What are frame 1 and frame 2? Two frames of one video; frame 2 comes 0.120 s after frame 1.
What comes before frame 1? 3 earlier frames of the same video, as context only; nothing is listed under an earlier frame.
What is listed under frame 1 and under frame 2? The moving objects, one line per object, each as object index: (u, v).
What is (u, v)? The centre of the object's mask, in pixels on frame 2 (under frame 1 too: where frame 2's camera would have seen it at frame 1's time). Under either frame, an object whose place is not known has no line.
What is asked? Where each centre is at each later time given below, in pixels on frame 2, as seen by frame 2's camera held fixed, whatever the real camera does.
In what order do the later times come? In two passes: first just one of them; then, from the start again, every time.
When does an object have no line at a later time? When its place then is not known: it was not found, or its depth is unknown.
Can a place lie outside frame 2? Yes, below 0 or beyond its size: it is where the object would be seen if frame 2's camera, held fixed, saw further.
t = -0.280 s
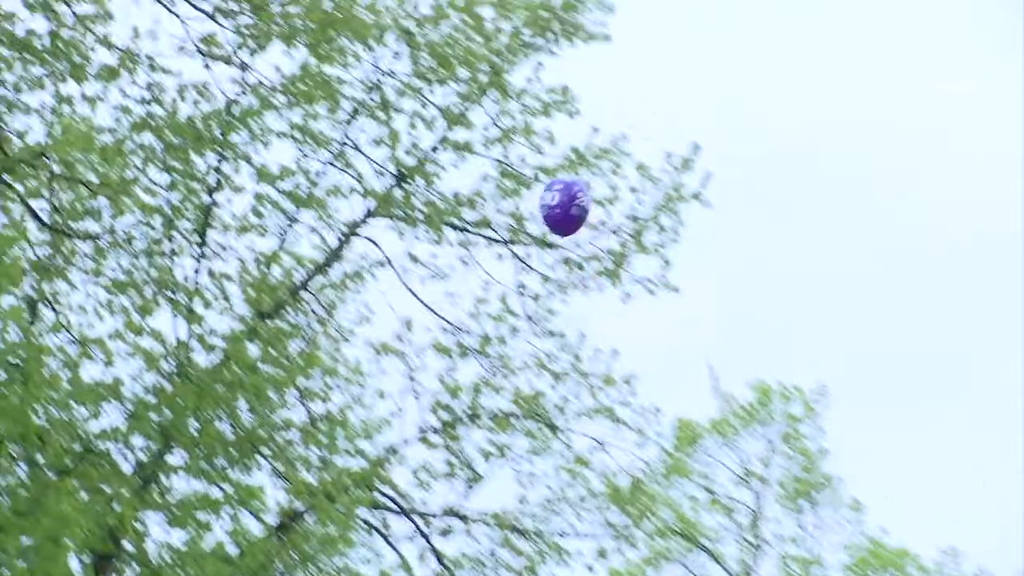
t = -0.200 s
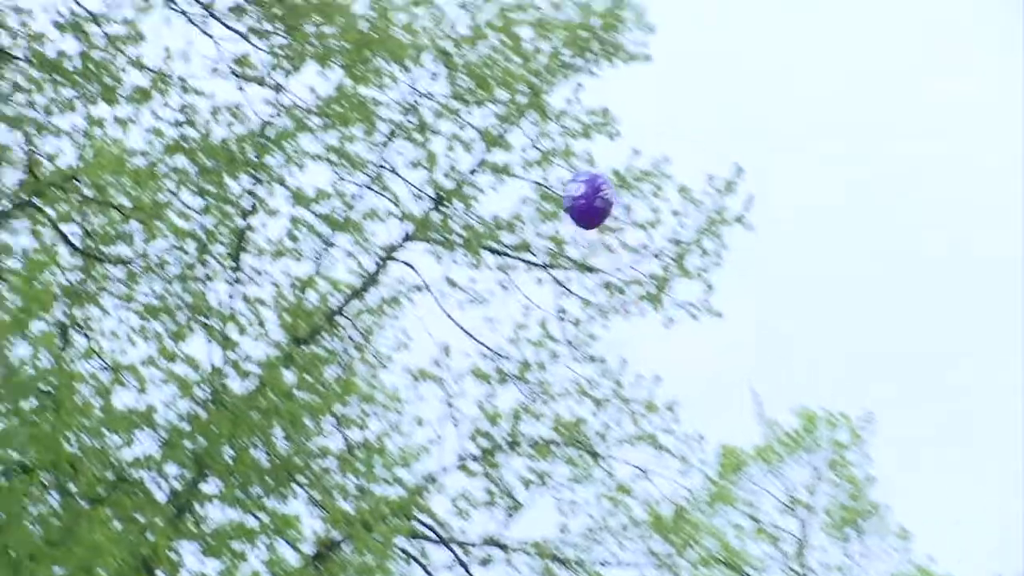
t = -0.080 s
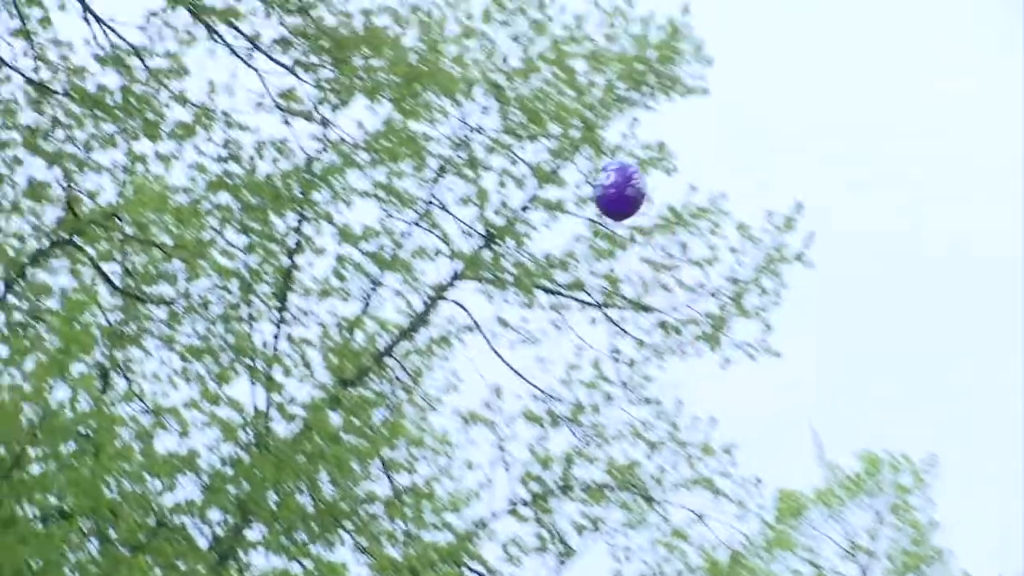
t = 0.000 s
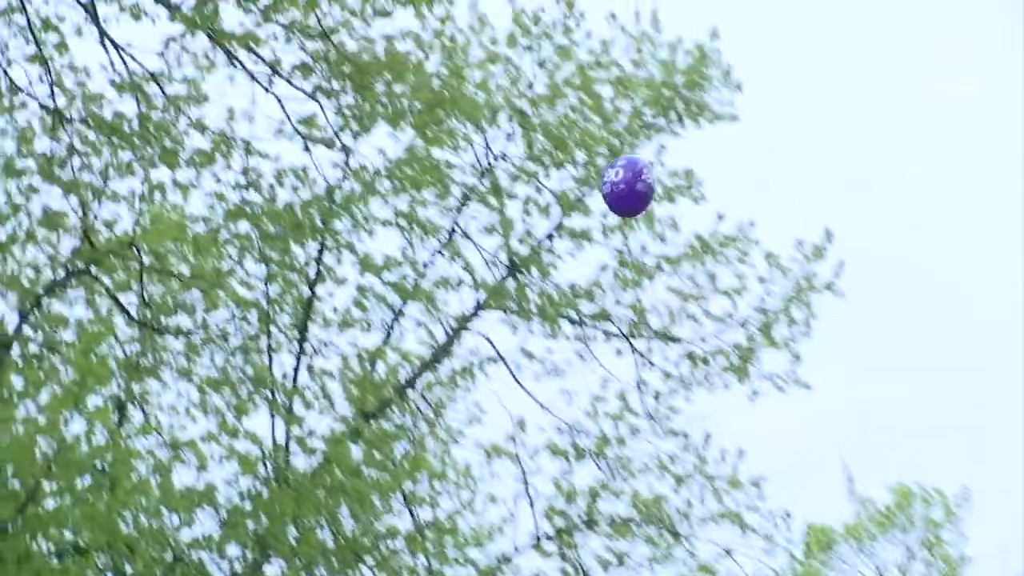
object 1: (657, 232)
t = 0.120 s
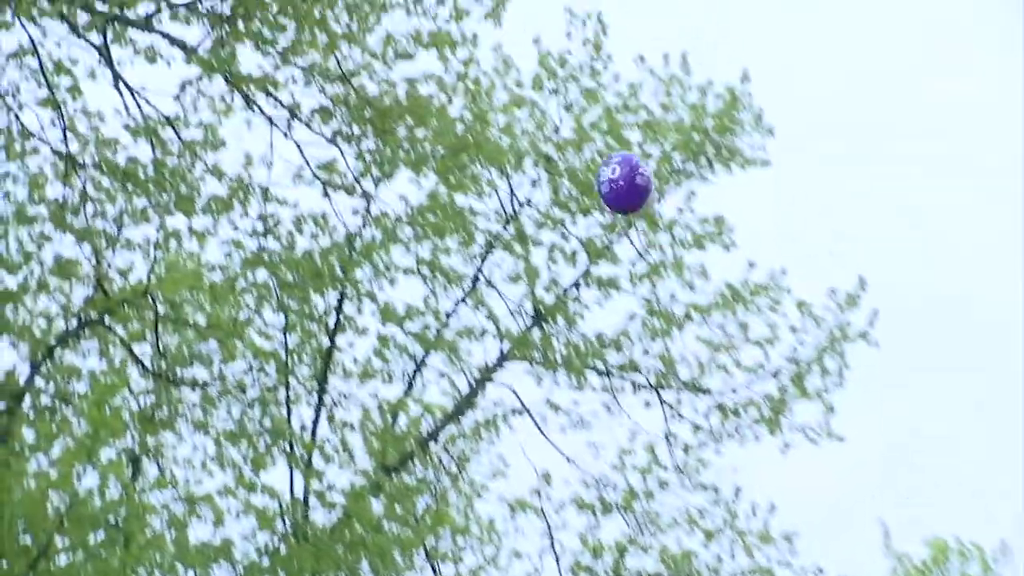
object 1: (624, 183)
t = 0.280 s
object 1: (569, 118)
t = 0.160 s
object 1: (612, 166)
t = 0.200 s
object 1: (599, 151)
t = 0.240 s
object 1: (584, 134)
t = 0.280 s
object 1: (569, 118)
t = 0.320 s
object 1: (553, 101)
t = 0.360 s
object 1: (536, 85)
